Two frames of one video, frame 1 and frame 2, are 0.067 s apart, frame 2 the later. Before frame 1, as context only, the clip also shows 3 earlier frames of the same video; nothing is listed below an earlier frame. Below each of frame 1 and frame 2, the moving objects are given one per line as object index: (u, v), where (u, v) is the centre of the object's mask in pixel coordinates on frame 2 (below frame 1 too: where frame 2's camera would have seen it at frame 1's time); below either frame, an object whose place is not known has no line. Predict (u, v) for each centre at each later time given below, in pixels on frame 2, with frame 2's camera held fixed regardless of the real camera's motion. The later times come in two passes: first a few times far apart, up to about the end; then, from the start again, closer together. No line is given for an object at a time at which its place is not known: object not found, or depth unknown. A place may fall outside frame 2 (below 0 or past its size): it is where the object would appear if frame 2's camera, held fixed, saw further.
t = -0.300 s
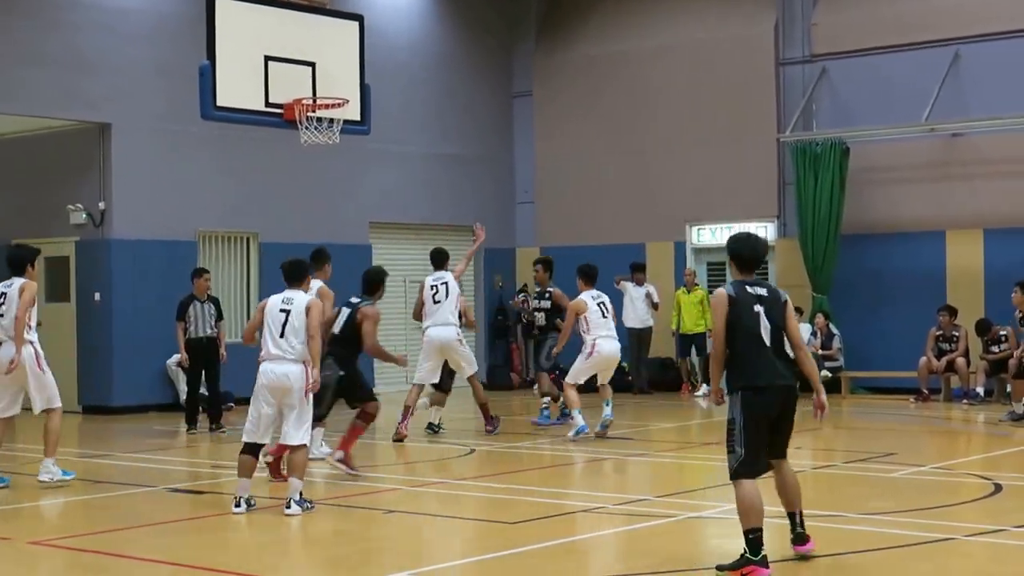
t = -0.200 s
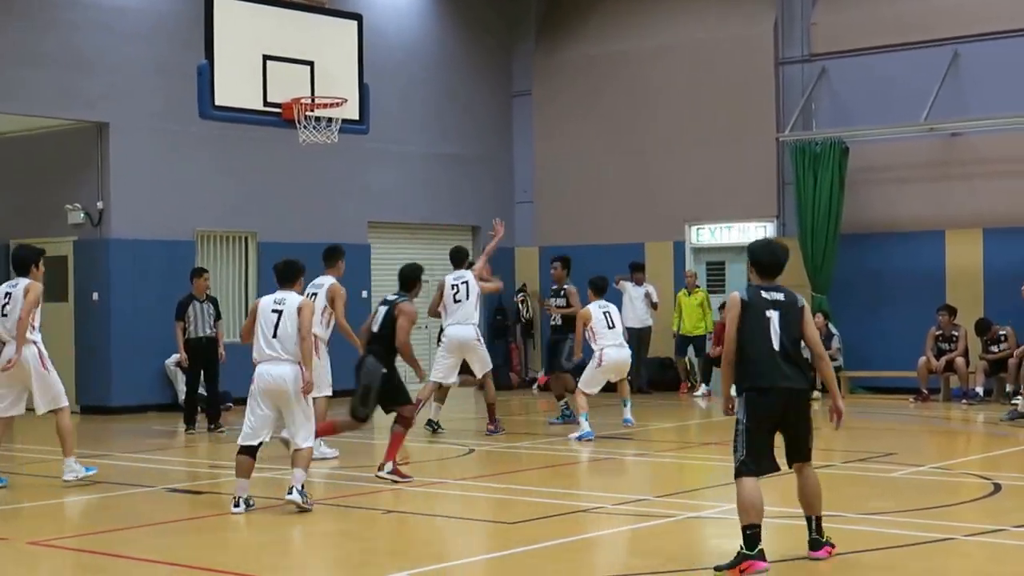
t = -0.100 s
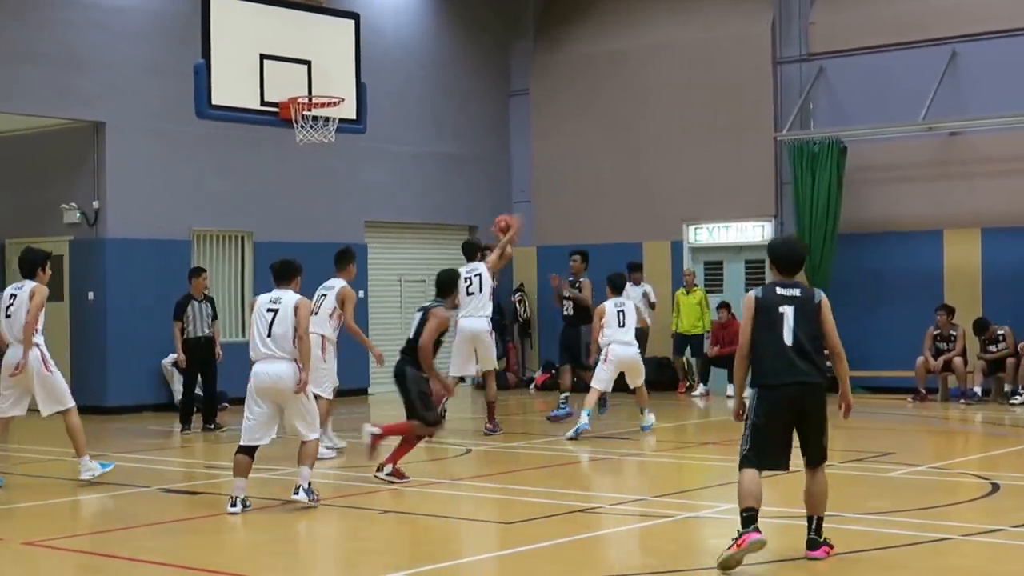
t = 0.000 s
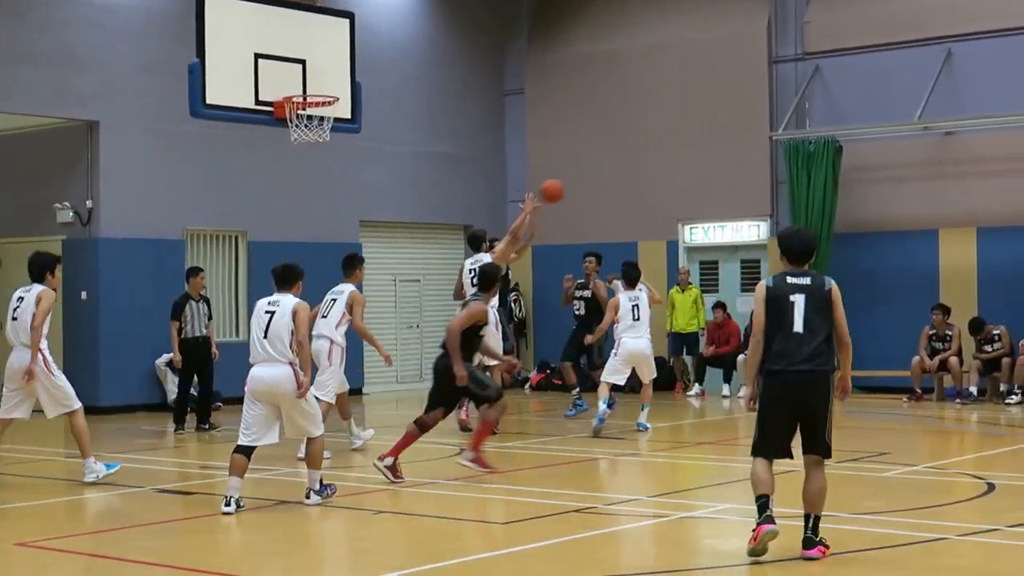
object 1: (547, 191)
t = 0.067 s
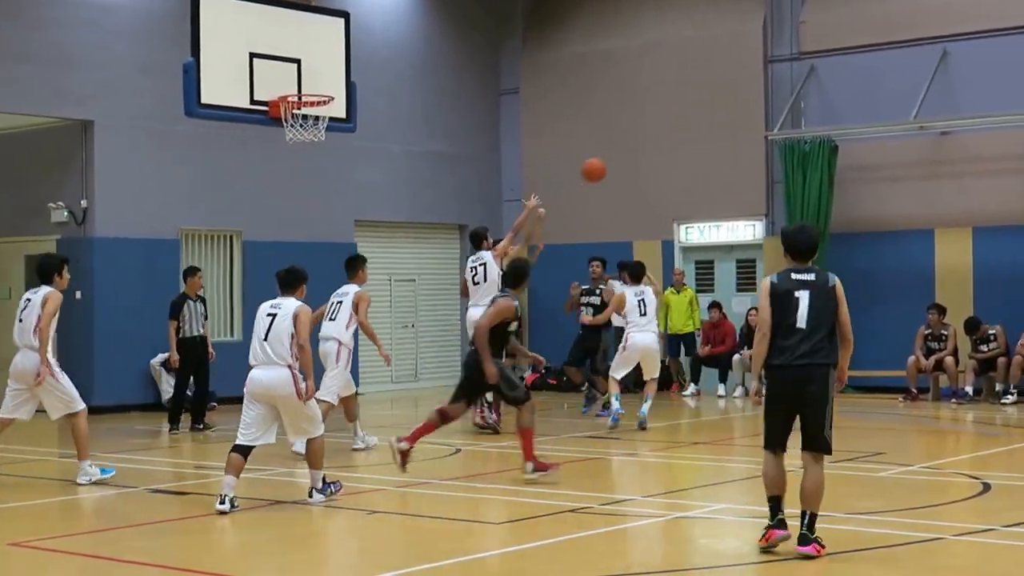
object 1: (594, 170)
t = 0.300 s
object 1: (760, 132)
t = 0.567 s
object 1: (961, 154)
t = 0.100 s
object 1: (617, 161)
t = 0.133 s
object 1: (640, 154)
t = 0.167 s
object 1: (663, 147)
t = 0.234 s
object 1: (712, 137)
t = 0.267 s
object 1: (735, 134)
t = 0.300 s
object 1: (760, 132)
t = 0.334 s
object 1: (784, 130)
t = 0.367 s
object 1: (808, 130)
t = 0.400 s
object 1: (833, 131)
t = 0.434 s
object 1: (857, 133)
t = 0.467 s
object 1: (882, 137)
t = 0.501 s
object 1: (908, 142)
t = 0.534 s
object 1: (934, 147)
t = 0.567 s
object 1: (961, 154)
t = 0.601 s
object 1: (987, 162)
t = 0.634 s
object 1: (1016, 171)
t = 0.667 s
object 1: (1044, 182)
